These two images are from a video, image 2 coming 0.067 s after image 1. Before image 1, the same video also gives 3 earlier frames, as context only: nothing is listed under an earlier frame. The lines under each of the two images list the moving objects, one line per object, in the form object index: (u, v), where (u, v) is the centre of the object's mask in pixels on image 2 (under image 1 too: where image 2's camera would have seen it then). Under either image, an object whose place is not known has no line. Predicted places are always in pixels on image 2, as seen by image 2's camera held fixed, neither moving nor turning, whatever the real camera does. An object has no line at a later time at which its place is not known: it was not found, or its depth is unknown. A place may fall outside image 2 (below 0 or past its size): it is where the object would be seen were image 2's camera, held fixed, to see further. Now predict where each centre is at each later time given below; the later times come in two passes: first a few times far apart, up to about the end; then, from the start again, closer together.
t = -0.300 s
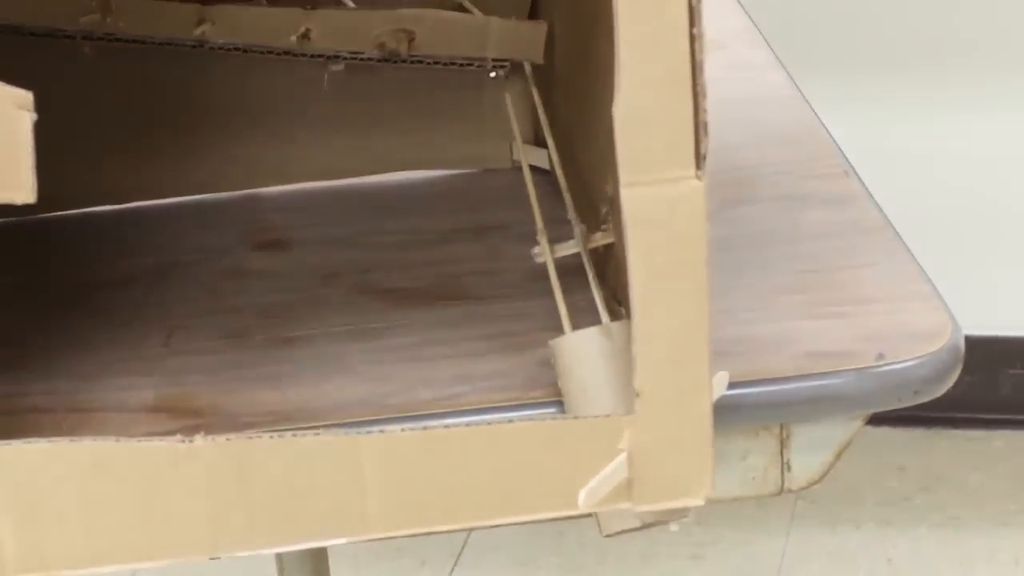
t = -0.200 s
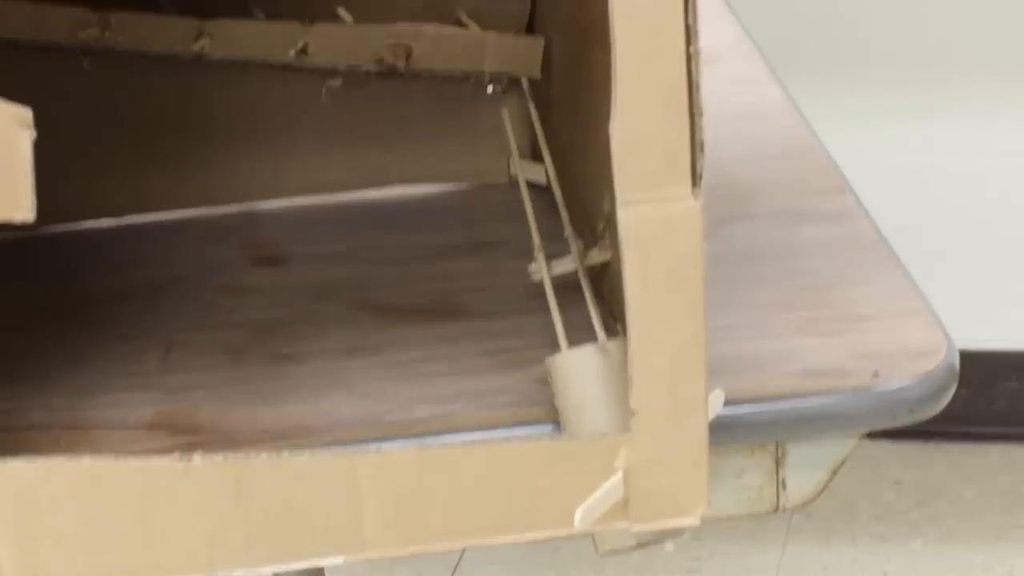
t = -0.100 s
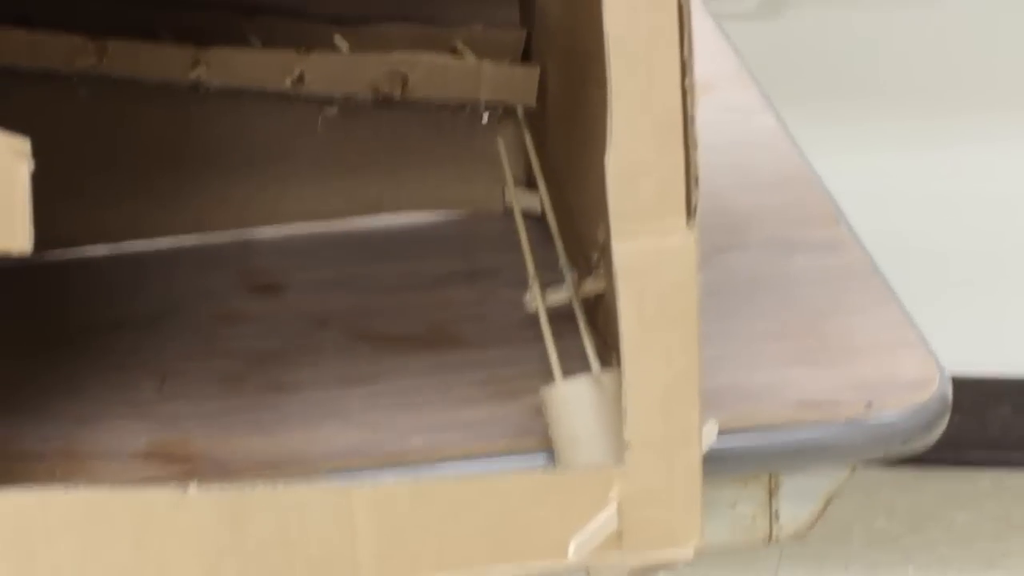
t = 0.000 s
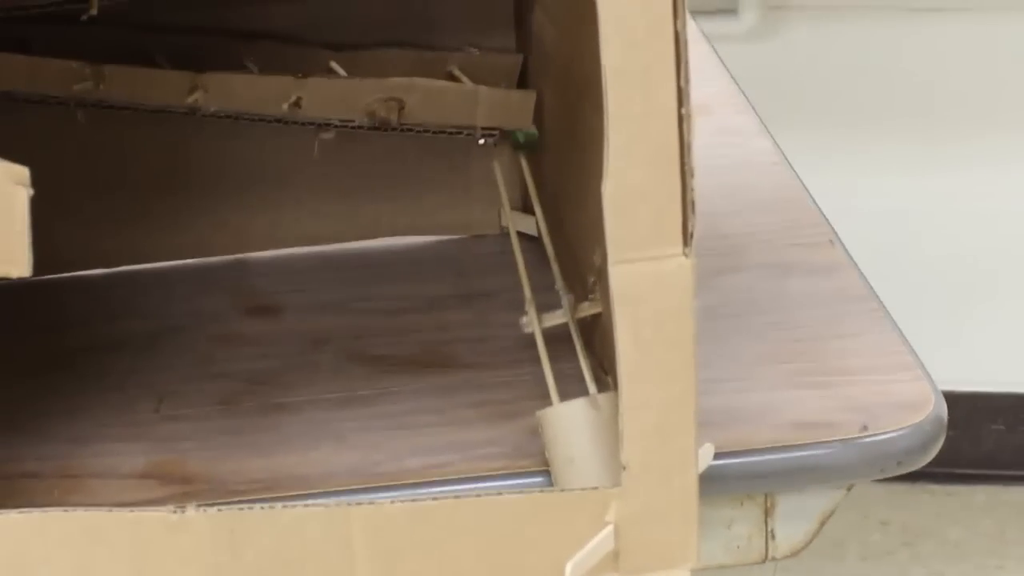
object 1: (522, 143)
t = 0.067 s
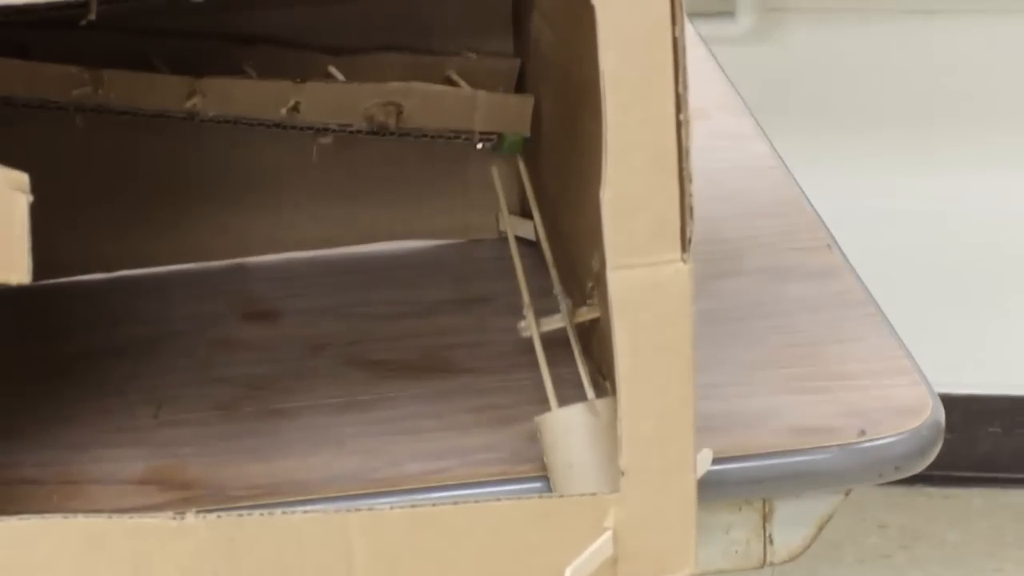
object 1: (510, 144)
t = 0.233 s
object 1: (508, 159)
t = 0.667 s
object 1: (538, 280)
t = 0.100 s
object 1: (507, 149)
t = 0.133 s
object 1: (506, 149)
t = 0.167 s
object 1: (506, 151)
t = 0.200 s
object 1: (508, 155)
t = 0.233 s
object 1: (508, 159)
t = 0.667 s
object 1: (538, 280)
